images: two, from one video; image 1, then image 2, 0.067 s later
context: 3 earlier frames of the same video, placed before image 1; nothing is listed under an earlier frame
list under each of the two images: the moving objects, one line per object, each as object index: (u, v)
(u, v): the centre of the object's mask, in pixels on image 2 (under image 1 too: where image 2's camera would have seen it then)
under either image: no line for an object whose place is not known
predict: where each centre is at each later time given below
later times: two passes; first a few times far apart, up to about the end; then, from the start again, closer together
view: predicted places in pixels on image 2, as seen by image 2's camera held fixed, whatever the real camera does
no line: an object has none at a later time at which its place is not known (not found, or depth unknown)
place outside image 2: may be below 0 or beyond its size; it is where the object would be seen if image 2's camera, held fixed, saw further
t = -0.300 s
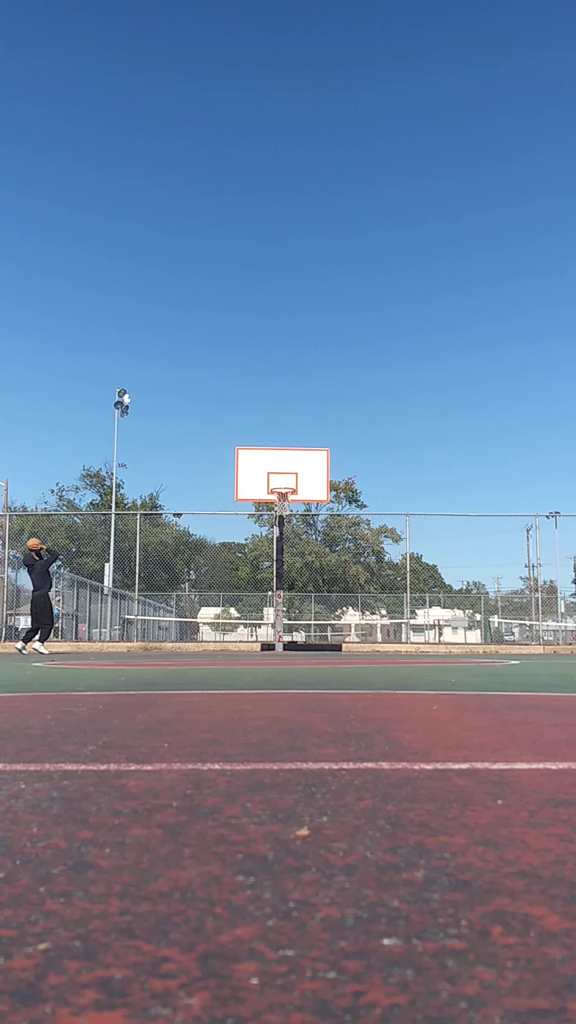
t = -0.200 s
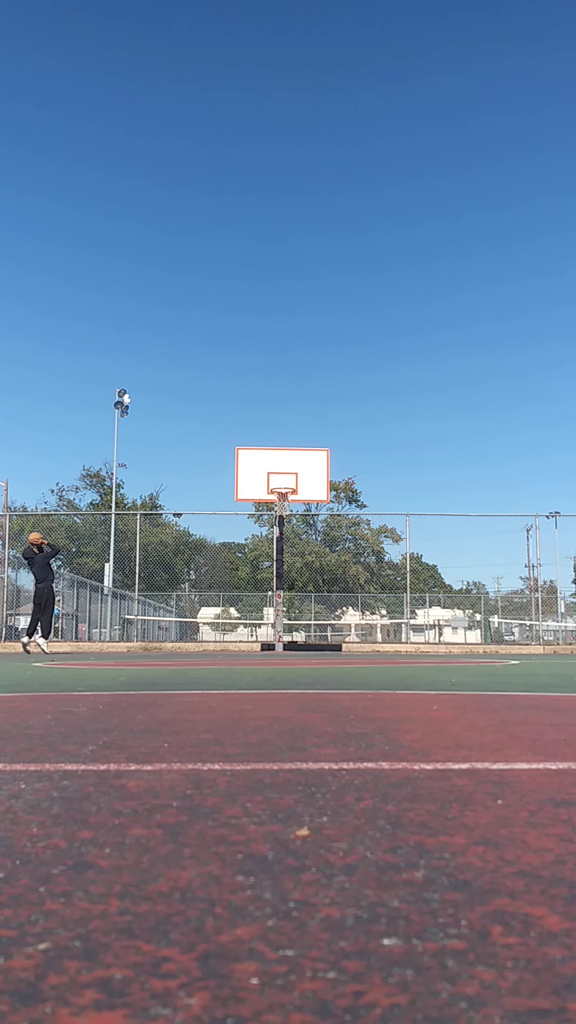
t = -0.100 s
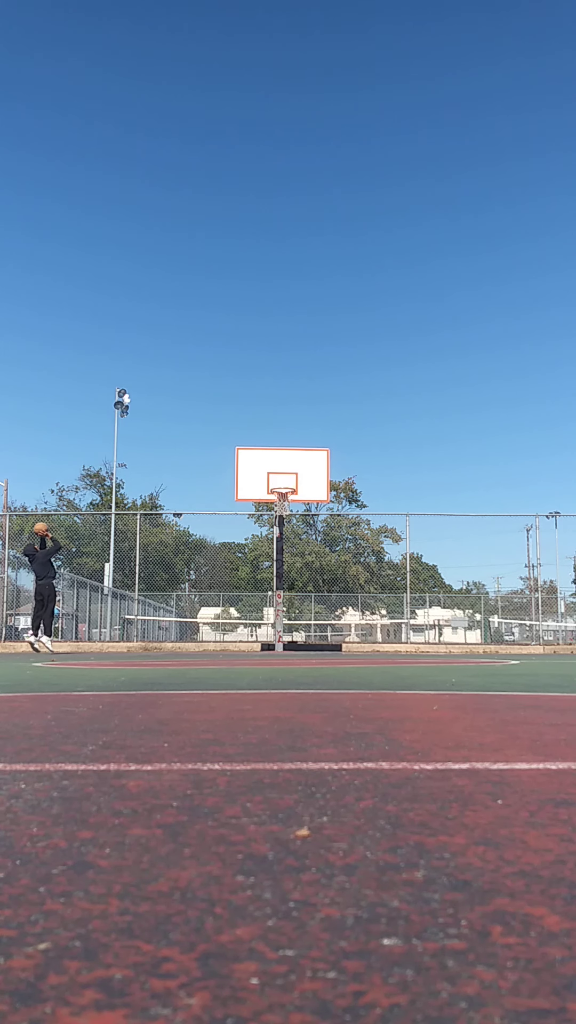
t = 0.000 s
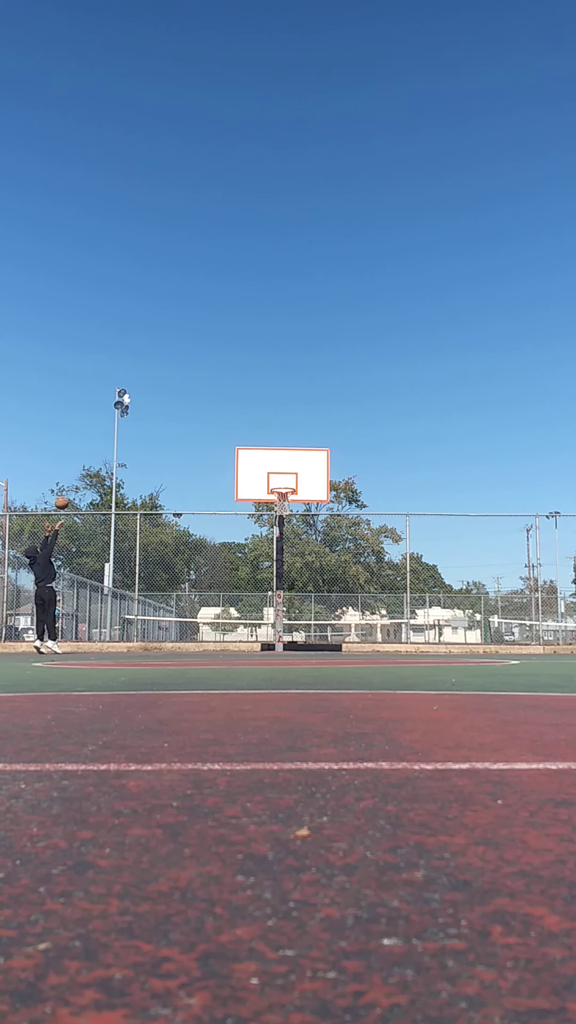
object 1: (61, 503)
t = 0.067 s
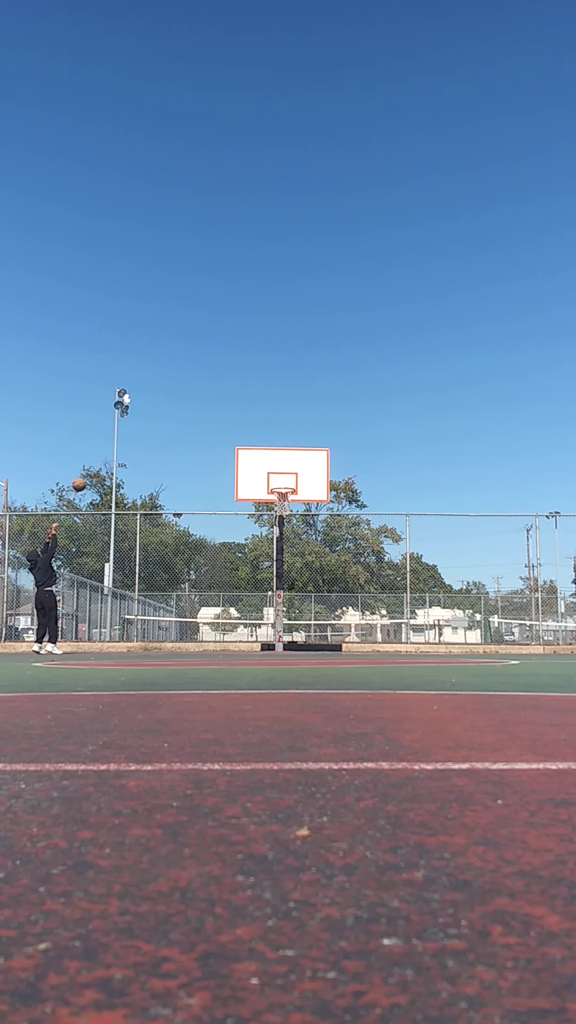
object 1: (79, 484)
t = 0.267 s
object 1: (129, 446)
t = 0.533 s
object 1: (191, 429)
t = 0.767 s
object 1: (241, 443)
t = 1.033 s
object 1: (292, 481)
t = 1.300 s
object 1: (303, 435)
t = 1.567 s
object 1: (314, 423)
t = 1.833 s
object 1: (326, 447)
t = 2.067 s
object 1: (336, 498)
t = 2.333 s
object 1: (349, 591)
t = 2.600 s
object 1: (365, 597)
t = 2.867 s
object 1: (385, 537)
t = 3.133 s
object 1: (405, 516)
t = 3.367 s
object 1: (423, 528)
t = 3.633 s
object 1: (446, 581)
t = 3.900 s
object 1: (467, 627)
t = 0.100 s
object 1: (87, 476)
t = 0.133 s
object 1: (96, 469)
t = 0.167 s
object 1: (104, 463)
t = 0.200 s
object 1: (113, 457)
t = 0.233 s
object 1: (121, 451)
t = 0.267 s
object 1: (129, 446)
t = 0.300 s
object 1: (137, 442)
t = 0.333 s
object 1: (145, 439)
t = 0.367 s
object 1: (152, 436)
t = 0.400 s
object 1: (160, 434)
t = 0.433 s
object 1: (168, 432)
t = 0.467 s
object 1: (176, 430)
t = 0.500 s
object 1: (183, 430)
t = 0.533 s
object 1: (191, 429)
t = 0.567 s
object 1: (198, 430)
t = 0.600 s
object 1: (206, 431)
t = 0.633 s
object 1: (213, 433)
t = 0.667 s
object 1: (220, 434)
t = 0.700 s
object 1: (227, 437)
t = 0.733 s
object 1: (234, 440)
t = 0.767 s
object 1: (241, 443)
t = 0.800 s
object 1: (248, 448)
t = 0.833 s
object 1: (255, 452)
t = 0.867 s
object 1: (262, 457)
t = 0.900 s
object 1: (269, 463)
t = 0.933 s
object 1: (276, 470)
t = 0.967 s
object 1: (283, 476)
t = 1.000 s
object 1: (290, 483)
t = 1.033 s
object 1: (292, 481)
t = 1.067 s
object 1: (293, 473)
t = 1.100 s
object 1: (295, 466)
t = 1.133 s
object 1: (296, 460)
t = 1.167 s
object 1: (297, 454)
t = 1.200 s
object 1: (299, 448)
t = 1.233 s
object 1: (300, 443)
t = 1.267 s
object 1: (302, 439)
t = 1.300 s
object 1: (303, 435)
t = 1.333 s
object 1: (304, 432)
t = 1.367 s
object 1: (306, 429)
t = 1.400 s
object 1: (307, 427)
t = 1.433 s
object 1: (308, 425)
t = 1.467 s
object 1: (310, 424)
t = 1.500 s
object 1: (311, 423)
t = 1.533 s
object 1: (312, 423)
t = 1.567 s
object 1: (314, 423)
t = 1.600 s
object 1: (315, 424)
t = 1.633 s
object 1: (317, 426)
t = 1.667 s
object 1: (318, 428)
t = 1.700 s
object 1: (320, 431)
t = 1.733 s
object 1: (321, 434)
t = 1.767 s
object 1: (323, 438)
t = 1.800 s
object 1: (324, 442)
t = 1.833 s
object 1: (326, 447)
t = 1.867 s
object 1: (327, 452)
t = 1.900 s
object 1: (329, 459)
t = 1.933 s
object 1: (330, 465)
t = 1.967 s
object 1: (332, 473)
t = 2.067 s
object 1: (336, 498)
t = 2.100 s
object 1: (337, 507)
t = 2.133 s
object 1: (339, 517)
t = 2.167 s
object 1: (341, 528)
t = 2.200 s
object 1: (342, 540)
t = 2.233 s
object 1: (344, 552)
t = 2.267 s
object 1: (345, 564)
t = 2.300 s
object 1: (347, 577)
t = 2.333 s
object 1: (349, 591)
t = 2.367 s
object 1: (351, 606)
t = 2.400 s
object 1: (352, 622)
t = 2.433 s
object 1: (354, 638)
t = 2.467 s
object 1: (356, 643)
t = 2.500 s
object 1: (358, 630)
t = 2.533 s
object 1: (361, 619)
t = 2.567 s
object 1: (363, 608)
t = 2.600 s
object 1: (365, 597)
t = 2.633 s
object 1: (368, 587)
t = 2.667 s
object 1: (370, 578)
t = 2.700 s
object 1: (373, 570)
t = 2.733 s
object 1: (375, 562)
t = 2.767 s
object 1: (378, 555)
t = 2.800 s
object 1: (380, 548)
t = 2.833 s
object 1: (382, 543)
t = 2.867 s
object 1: (385, 537)
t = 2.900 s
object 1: (387, 532)
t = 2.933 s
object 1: (390, 528)
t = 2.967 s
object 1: (392, 524)
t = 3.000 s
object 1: (395, 522)
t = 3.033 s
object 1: (397, 519)
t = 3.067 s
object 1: (400, 517)
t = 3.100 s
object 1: (402, 516)
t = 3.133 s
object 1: (405, 516)
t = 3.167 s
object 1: (407, 515)
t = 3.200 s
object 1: (410, 516)
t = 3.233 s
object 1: (413, 517)
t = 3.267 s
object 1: (415, 519)
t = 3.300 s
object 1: (418, 522)
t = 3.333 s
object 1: (421, 525)
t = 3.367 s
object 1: (423, 528)
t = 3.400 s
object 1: (426, 533)
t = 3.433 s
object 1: (429, 538)
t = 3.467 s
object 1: (431, 543)
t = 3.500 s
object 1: (434, 550)
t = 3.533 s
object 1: (437, 557)
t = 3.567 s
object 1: (440, 564)
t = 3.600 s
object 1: (443, 572)
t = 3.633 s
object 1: (446, 581)
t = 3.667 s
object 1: (448, 591)
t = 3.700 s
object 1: (451, 601)
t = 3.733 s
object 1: (454, 612)
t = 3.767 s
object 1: (457, 623)
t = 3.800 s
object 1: (460, 635)
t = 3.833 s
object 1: (463, 647)
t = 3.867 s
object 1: (465, 637)
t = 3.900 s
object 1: (467, 627)
